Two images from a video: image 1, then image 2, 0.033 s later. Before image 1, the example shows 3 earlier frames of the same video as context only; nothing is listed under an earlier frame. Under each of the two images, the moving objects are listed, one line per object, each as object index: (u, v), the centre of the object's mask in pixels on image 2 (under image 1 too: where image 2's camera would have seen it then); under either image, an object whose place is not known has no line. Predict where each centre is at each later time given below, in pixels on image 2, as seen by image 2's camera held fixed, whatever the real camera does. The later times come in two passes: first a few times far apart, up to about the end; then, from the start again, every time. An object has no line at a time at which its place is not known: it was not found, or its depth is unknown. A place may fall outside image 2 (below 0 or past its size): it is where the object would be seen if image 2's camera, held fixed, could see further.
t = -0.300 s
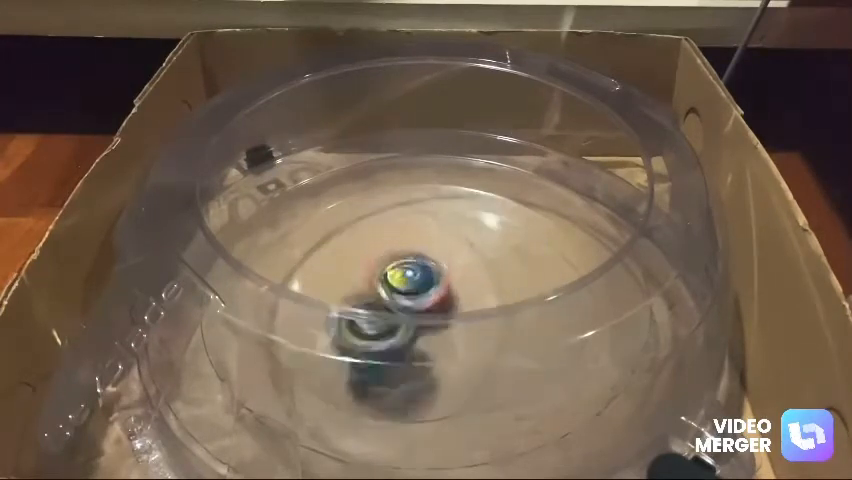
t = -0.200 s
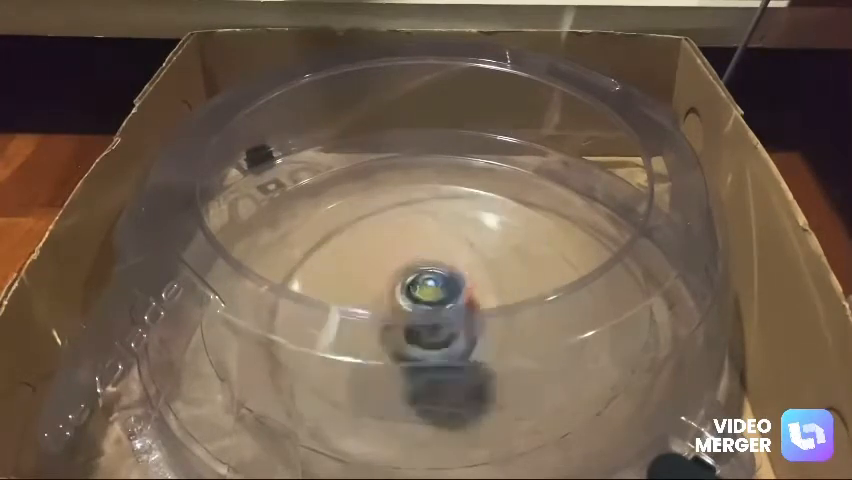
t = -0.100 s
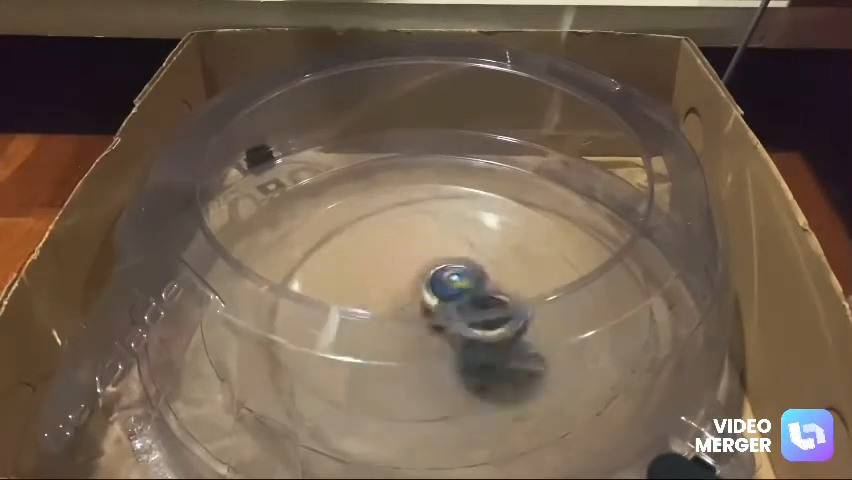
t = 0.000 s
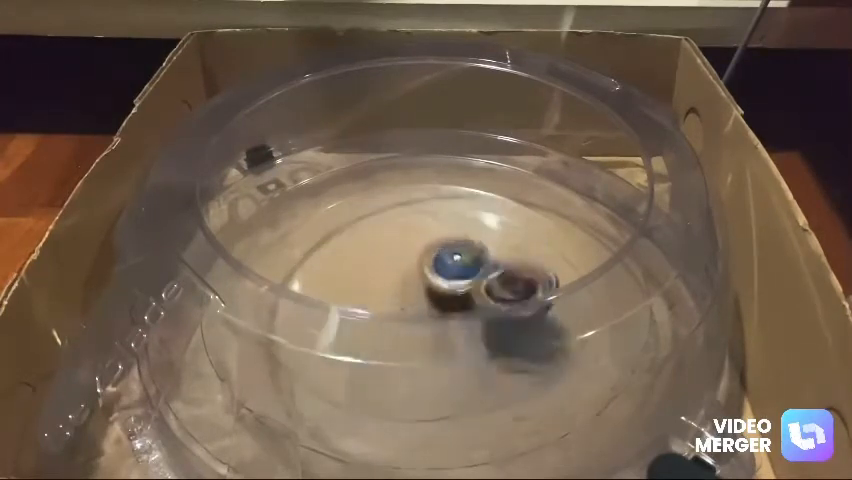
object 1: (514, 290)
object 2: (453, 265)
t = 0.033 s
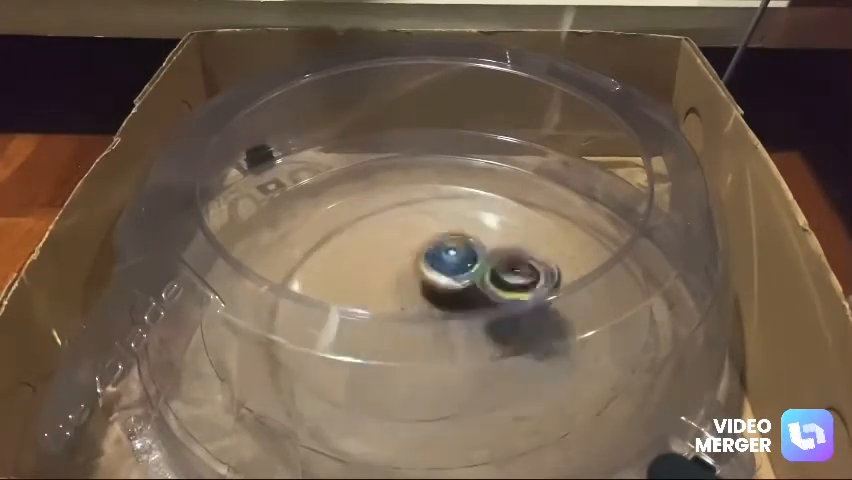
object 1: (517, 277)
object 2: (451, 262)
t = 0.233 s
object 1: (516, 245)
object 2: (358, 240)
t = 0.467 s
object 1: (431, 243)
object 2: (324, 274)
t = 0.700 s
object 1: (439, 282)
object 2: (348, 313)
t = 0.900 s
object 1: (499, 277)
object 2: (414, 315)
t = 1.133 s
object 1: (523, 268)
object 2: (446, 283)
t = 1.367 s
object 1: (474, 276)
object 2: (415, 252)
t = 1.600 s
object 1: (394, 358)
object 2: (420, 257)
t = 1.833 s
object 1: (363, 355)
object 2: (446, 283)
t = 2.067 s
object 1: (394, 268)
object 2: (474, 301)
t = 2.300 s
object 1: (441, 200)
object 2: (469, 305)
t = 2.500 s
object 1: (443, 228)
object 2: (434, 305)
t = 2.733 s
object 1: (463, 282)
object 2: (386, 313)
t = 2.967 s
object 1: (453, 316)
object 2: (376, 297)
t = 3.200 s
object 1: (456, 297)
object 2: (393, 277)
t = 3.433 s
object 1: (452, 295)
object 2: (418, 259)
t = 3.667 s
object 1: (440, 295)
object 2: (456, 245)
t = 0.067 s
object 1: (513, 268)
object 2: (444, 259)
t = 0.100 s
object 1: (509, 256)
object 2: (435, 257)
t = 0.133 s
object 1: (513, 254)
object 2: (417, 253)
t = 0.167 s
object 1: (519, 250)
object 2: (393, 245)
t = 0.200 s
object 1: (519, 246)
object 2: (373, 241)
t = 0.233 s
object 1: (516, 245)
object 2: (358, 240)
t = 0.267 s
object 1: (511, 241)
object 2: (349, 241)
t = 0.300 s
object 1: (504, 238)
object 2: (340, 244)
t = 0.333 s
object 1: (493, 235)
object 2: (334, 249)
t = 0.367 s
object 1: (479, 233)
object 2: (330, 254)
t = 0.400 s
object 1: (463, 234)
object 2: (326, 261)
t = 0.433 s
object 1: (448, 237)
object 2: (324, 268)
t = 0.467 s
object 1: (431, 243)
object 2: (324, 274)
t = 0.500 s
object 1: (418, 247)
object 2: (327, 279)
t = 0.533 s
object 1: (405, 251)
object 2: (329, 288)
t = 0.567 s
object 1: (406, 256)
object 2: (330, 294)
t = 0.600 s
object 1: (412, 263)
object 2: (329, 302)
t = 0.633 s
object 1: (415, 272)
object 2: (333, 308)
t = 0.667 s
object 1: (424, 279)
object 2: (341, 311)
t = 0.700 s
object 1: (439, 282)
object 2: (348, 313)
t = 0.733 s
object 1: (450, 284)
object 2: (358, 318)
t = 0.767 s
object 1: (460, 282)
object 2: (368, 318)
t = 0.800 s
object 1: (470, 280)
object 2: (384, 318)
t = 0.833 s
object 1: (480, 280)
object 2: (392, 318)
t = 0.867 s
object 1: (490, 278)
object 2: (405, 318)
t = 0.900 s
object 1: (499, 277)
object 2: (414, 315)
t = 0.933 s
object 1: (510, 276)
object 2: (425, 312)
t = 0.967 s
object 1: (518, 274)
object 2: (432, 308)
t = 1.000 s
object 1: (524, 271)
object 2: (439, 305)
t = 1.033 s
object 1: (522, 271)
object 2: (445, 301)
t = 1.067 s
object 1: (525, 270)
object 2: (451, 297)
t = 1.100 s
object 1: (526, 268)
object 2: (448, 292)
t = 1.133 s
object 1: (523, 268)
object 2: (446, 283)
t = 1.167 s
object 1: (525, 266)
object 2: (441, 276)
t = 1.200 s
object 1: (522, 268)
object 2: (438, 269)
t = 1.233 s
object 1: (519, 267)
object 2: (434, 264)
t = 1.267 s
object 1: (509, 268)
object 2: (429, 261)
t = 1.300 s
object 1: (497, 272)
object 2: (424, 256)
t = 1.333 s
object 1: (485, 272)
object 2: (417, 255)
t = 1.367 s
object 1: (474, 276)
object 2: (415, 252)
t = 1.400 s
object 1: (463, 308)
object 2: (411, 244)
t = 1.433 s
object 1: (455, 324)
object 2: (410, 238)
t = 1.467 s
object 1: (443, 339)
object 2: (409, 236)
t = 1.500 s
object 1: (432, 345)
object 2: (413, 239)
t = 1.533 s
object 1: (420, 347)
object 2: (412, 244)
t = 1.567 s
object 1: (405, 354)
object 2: (416, 252)
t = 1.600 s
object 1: (394, 358)
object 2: (420, 257)
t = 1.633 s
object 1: (385, 368)
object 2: (424, 261)
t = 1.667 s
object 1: (378, 367)
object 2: (428, 265)
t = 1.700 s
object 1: (370, 365)
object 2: (430, 269)
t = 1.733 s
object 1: (365, 364)
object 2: (435, 275)
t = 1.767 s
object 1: (363, 362)
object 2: (438, 277)
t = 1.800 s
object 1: (363, 360)
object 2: (441, 281)
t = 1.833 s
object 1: (363, 355)
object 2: (446, 283)
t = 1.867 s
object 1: (366, 349)
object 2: (449, 286)
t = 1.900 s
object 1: (366, 332)
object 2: (454, 289)
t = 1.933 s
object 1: (372, 321)
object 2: (456, 292)
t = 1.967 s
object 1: (375, 311)
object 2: (463, 292)
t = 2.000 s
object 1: (382, 296)
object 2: (470, 298)
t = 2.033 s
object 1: (384, 278)
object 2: (470, 300)
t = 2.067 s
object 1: (394, 268)
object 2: (474, 301)
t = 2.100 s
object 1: (403, 254)
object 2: (478, 301)
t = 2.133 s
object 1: (407, 232)
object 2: (478, 303)
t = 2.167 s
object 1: (419, 233)
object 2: (479, 306)
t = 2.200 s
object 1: (422, 216)
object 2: (478, 305)
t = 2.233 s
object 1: (430, 207)
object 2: (476, 305)
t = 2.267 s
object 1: (436, 204)
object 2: (474, 305)
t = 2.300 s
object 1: (441, 200)
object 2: (469, 305)
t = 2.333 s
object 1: (444, 200)
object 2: (465, 304)
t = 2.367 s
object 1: (446, 201)
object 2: (459, 305)
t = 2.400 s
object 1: (446, 206)
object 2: (452, 306)
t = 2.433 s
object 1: (445, 209)
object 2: (446, 305)
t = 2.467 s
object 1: (444, 218)
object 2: (440, 305)
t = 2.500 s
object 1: (443, 228)
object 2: (434, 305)
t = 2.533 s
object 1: (444, 238)
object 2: (431, 305)
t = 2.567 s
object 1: (450, 244)
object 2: (416, 309)
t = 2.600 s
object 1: (454, 250)
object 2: (405, 313)
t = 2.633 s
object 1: (458, 258)
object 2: (399, 313)
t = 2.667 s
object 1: (460, 268)
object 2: (396, 314)
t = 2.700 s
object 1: (462, 276)
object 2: (389, 312)
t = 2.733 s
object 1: (463, 282)
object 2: (386, 313)
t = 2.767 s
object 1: (463, 287)
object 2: (379, 311)
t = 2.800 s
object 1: (463, 289)
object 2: (376, 309)
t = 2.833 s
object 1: (463, 292)
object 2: (376, 307)
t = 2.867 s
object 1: (462, 295)
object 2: (373, 305)
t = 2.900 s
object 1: (456, 313)
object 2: (373, 302)
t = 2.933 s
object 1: (456, 322)
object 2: (372, 299)
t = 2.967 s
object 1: (453, 316)
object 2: (376, 297)
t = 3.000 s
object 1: (464, 299)
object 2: (377, 297)
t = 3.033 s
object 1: (465, 307)
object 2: (381, 294)
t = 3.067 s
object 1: (458, 299)
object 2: (379, 285)
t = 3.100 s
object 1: (457, 299)
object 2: (382, 283)
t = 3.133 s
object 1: (457, 298)
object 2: (385, 281)
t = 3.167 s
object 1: (457, 297)
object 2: (391, 278)
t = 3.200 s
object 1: (456, 297)
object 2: (393, 277)
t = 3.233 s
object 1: (455, 296)
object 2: (399, 272)
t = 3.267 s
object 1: (456, 294)
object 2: (403, 271)
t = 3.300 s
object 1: (452, 294)
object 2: (405, 266)
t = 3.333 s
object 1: (453, 296)
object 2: (411, 263)
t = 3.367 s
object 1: (452, 298)
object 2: (411, 263)
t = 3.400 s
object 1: (451, 296)
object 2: (416, 261)
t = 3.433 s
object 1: (452, 295)
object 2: (418, 259)
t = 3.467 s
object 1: (454, 294)
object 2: (423, 258)
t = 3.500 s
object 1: (450, 295)
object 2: (426, 259)
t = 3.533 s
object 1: (450, 295)
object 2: (428, 258)
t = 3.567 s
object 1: (448, 294)
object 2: (432, 255)
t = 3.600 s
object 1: (447, 295)
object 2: (439, 252)
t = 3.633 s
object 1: (444, 297)
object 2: (446, 249)
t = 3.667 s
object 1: (440, 295)
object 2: (456, 245)
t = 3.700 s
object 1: (431, 295)
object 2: (460, 247)
